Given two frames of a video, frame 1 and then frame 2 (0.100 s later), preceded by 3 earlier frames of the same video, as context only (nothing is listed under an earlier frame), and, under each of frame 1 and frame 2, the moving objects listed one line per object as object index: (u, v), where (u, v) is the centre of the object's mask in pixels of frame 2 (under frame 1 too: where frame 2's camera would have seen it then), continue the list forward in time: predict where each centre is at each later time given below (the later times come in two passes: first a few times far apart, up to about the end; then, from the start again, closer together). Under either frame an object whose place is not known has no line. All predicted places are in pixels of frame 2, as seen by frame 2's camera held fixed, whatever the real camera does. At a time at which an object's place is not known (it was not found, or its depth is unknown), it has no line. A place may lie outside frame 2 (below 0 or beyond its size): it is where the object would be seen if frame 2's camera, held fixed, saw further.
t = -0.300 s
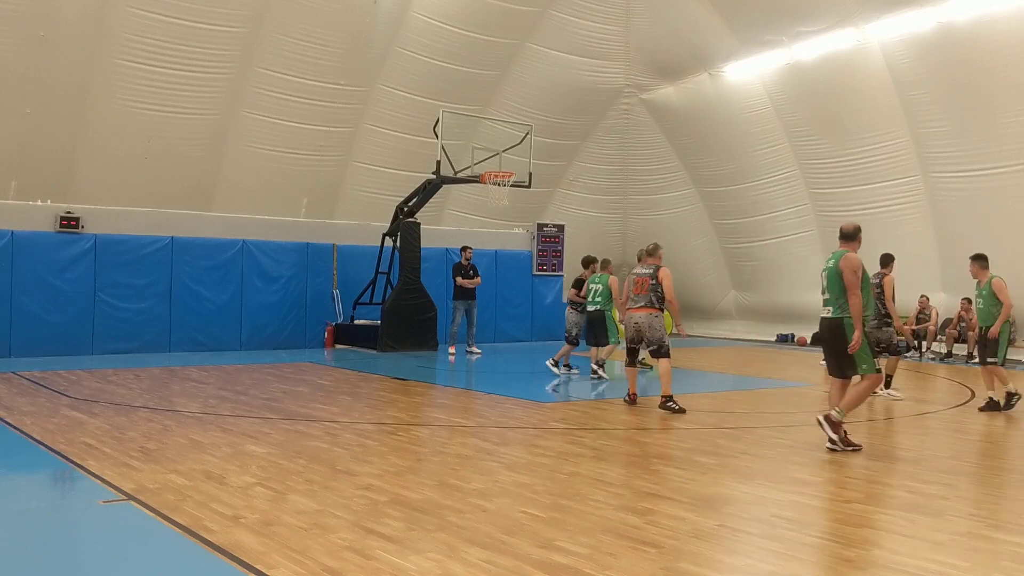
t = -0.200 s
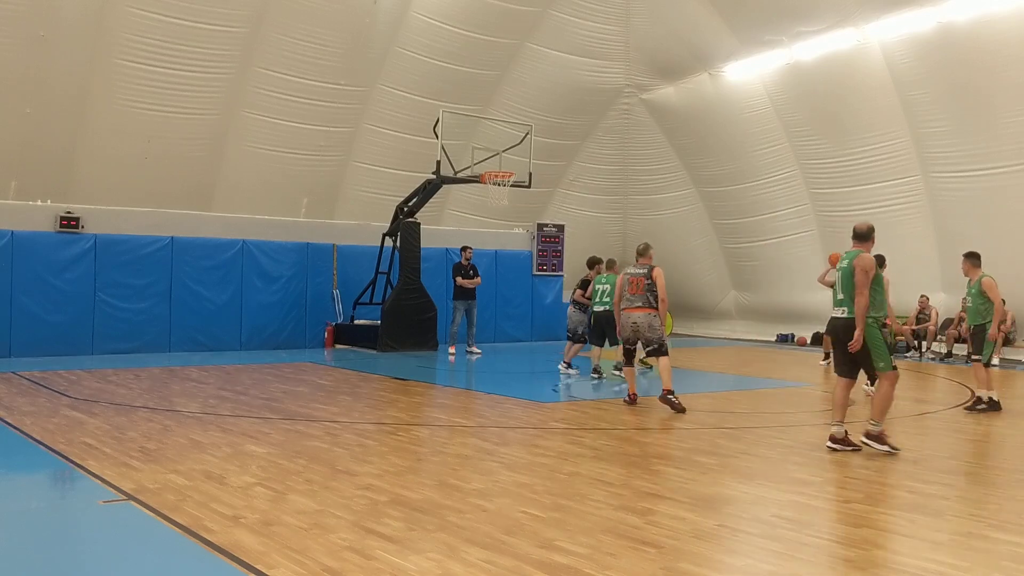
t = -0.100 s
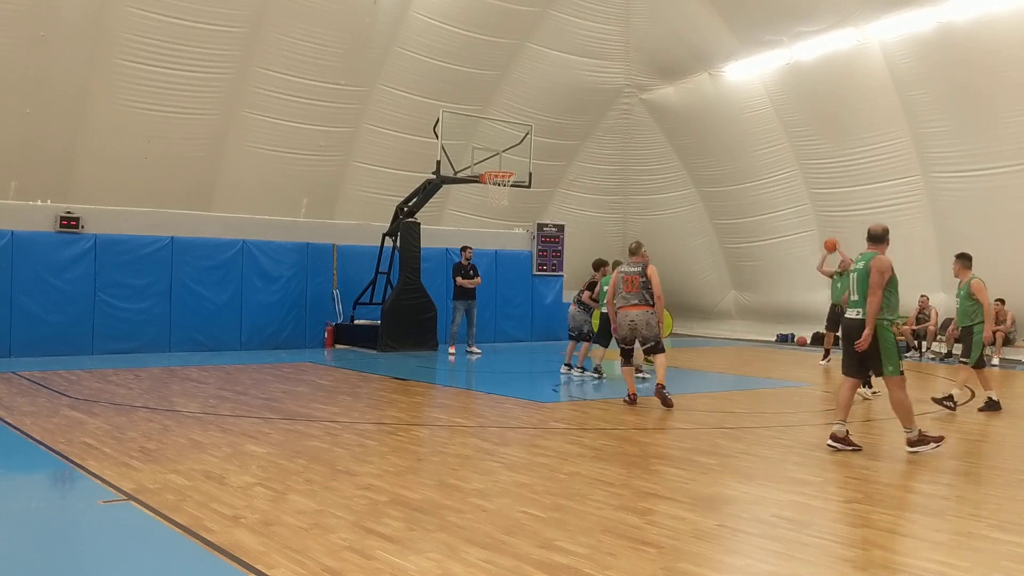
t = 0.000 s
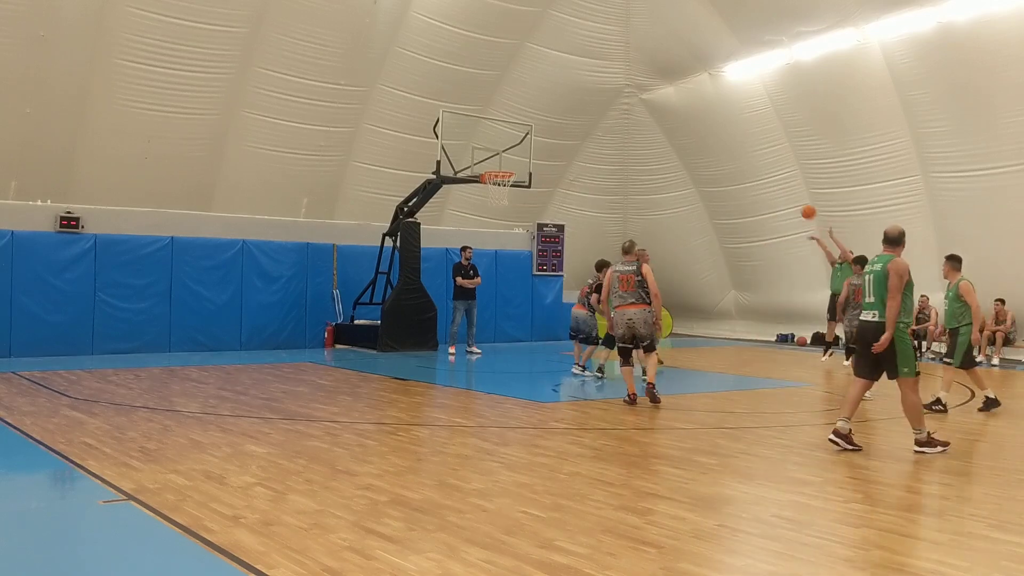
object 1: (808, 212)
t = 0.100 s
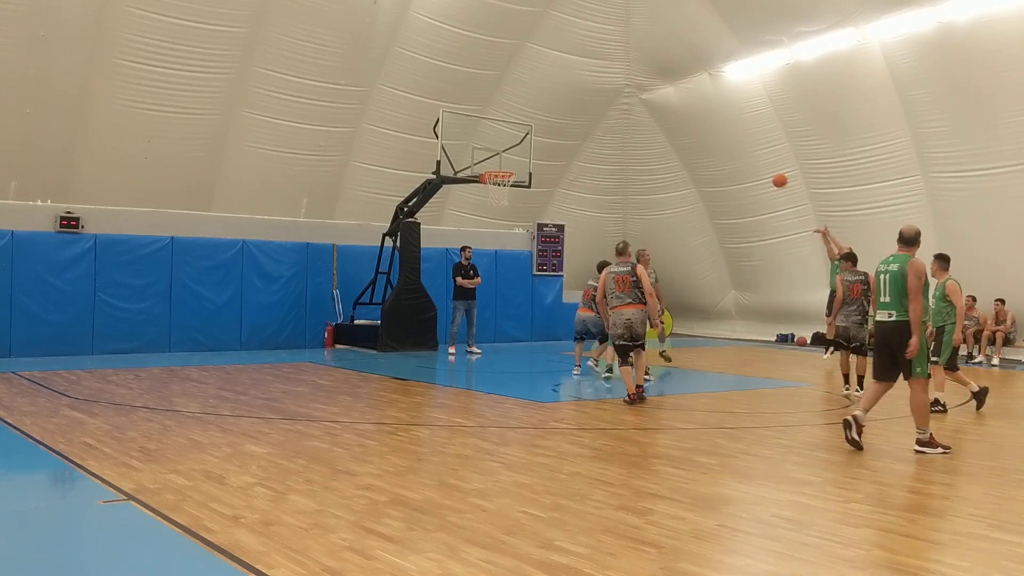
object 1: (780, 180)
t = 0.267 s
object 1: (732, 141)
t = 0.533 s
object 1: (654, 111)
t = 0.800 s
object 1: (574, 124)
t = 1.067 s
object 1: (498, 176)
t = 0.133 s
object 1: (770, 171)
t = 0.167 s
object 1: (760, 162)
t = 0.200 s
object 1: (751, 155)
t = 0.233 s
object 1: (741, 147)
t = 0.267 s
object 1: (732, 141)
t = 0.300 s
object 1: (722, 135)
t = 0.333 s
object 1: (712, 129)
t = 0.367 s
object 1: (703, 125)
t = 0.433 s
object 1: (683, 117)
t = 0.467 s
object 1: (673, 114)
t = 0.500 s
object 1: (663, 112)
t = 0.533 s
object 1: (654, 111)
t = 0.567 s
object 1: (644, 110)
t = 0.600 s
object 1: (634, 110)
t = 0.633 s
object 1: (624, 110)
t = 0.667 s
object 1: (614, 112)
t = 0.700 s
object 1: (604, 113)
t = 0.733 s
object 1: (594, 117)
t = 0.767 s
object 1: (584, 120)
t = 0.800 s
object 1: (574, 124)
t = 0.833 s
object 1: (564, 128)
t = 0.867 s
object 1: (554, 134)
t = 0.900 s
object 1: (544, 140)
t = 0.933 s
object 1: (534, 147)
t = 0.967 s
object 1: (523, 154)
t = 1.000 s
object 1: (513, 162)
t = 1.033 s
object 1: (503, 167)
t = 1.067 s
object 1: (498, 176)
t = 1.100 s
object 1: (489, 187)
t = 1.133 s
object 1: (487, 192)
